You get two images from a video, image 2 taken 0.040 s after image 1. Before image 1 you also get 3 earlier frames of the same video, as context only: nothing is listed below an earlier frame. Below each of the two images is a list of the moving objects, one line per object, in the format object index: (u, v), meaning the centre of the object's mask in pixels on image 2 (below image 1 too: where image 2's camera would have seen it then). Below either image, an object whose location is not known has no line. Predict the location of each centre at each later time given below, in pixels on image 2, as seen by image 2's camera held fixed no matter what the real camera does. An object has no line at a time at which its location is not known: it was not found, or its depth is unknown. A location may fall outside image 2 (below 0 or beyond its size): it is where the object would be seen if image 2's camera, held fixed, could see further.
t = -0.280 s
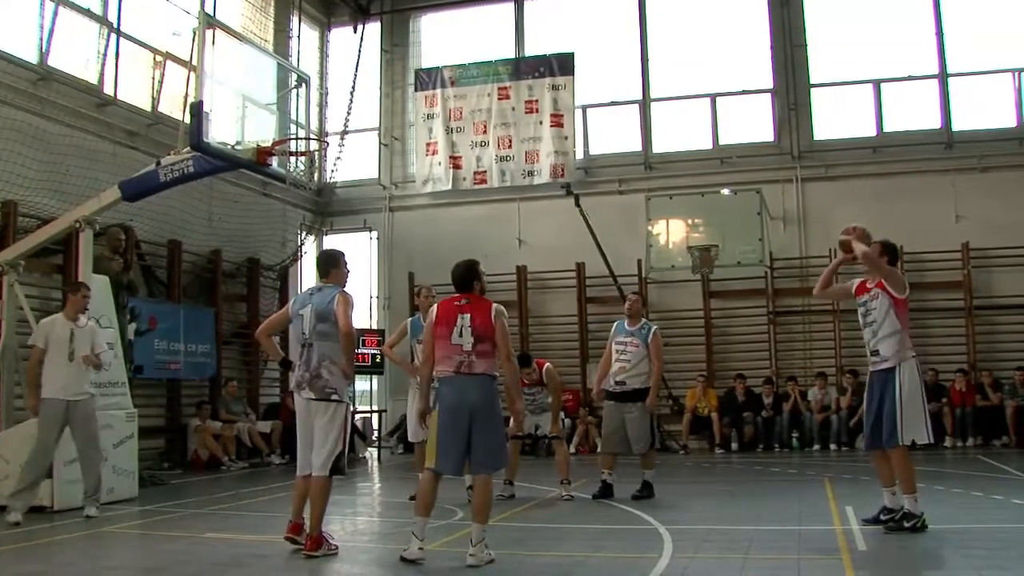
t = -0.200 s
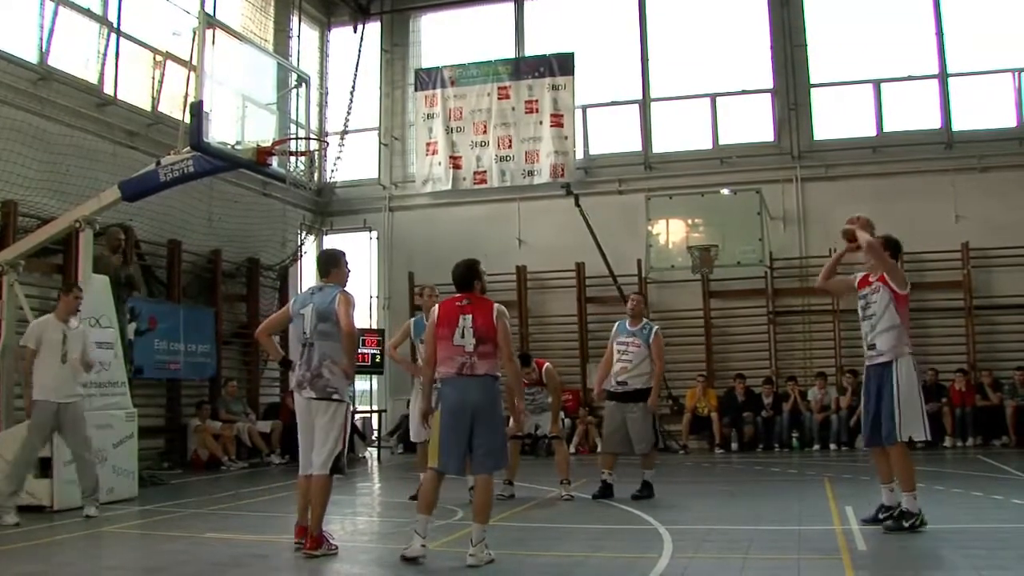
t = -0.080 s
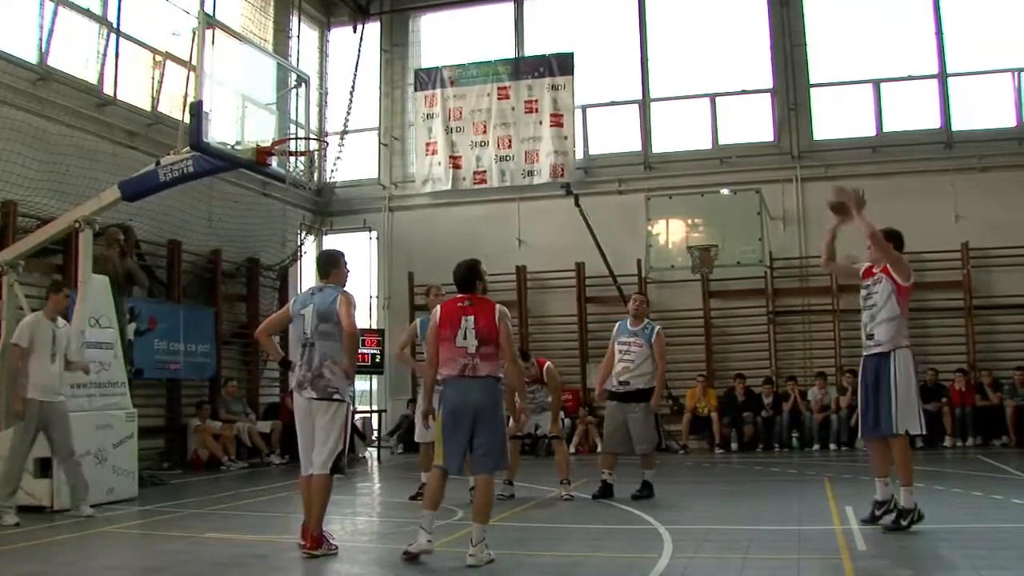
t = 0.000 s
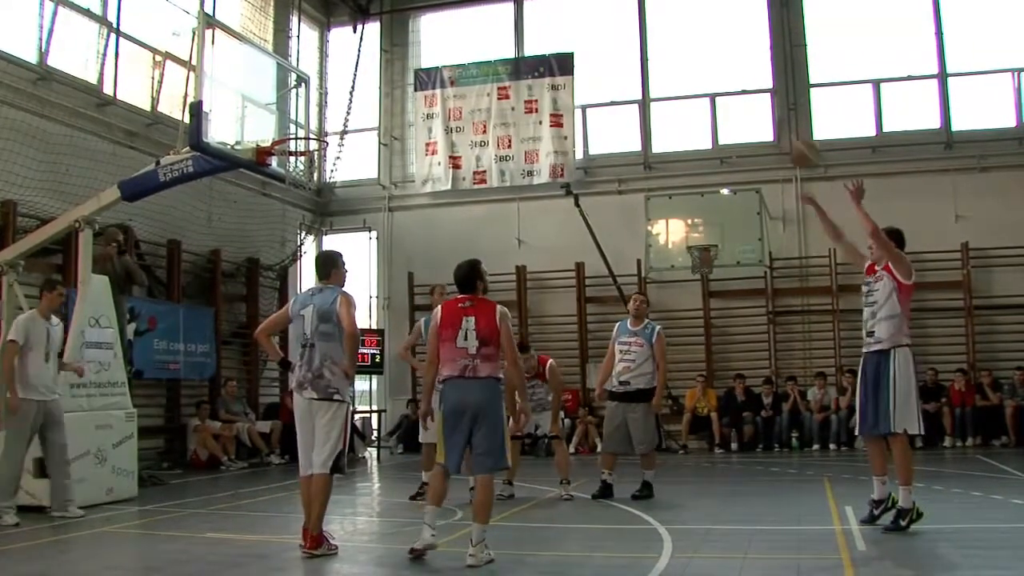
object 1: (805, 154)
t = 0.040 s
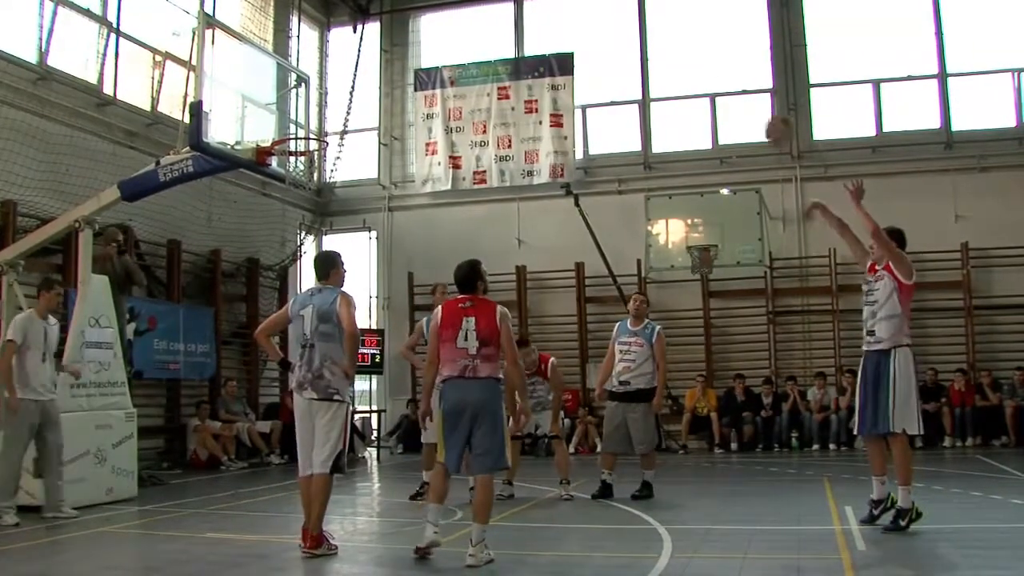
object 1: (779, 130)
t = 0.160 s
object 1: (701, 68)
